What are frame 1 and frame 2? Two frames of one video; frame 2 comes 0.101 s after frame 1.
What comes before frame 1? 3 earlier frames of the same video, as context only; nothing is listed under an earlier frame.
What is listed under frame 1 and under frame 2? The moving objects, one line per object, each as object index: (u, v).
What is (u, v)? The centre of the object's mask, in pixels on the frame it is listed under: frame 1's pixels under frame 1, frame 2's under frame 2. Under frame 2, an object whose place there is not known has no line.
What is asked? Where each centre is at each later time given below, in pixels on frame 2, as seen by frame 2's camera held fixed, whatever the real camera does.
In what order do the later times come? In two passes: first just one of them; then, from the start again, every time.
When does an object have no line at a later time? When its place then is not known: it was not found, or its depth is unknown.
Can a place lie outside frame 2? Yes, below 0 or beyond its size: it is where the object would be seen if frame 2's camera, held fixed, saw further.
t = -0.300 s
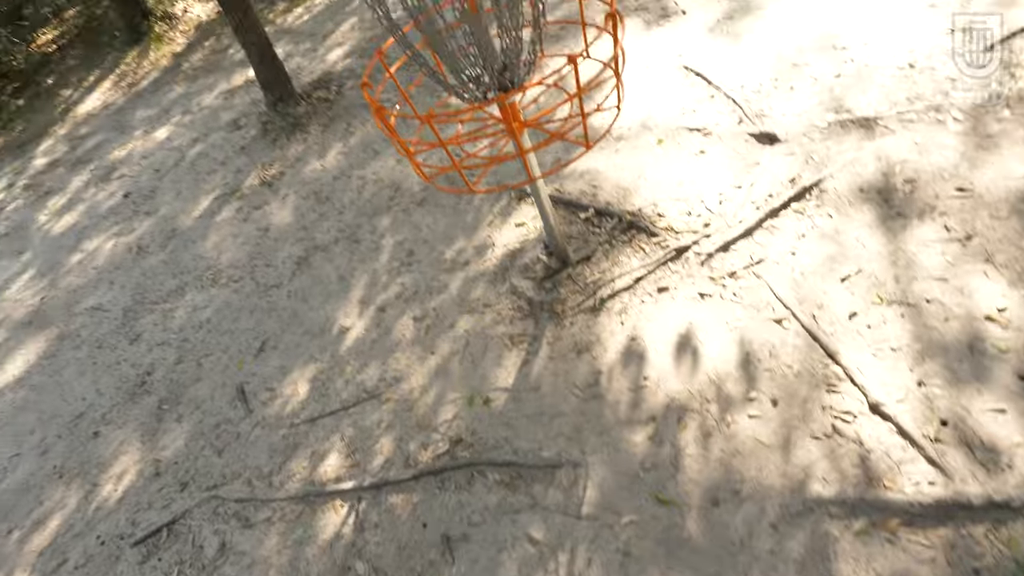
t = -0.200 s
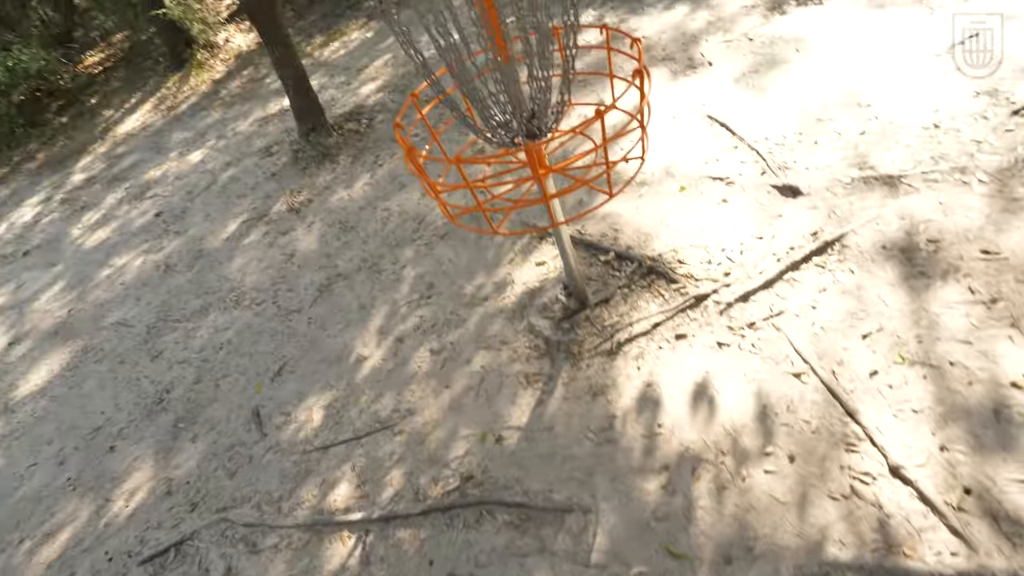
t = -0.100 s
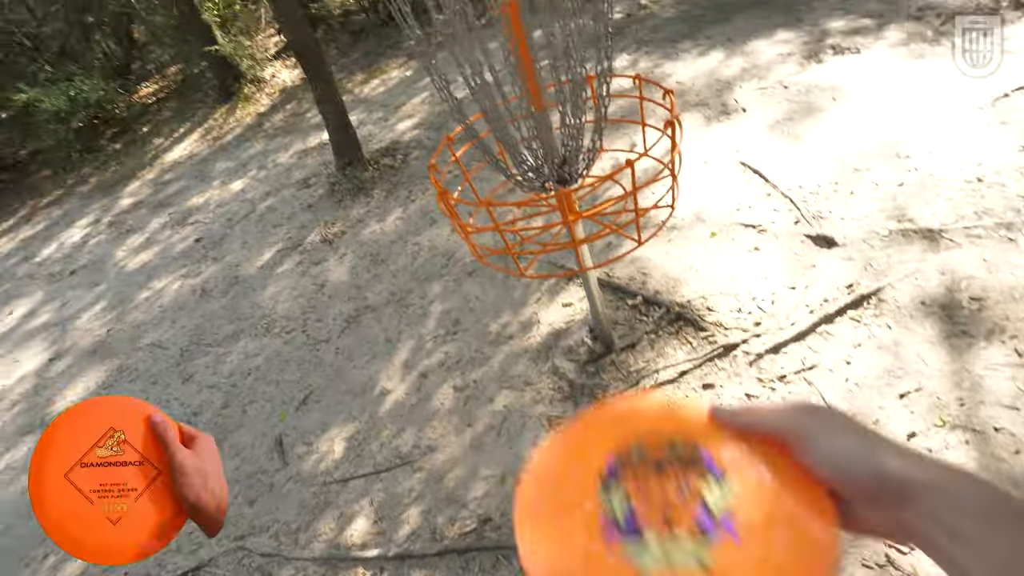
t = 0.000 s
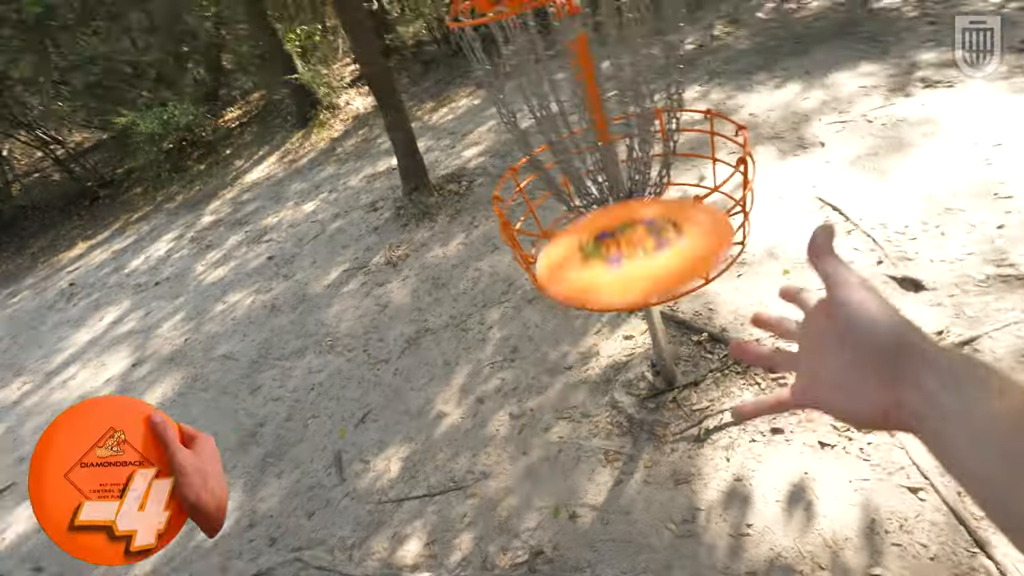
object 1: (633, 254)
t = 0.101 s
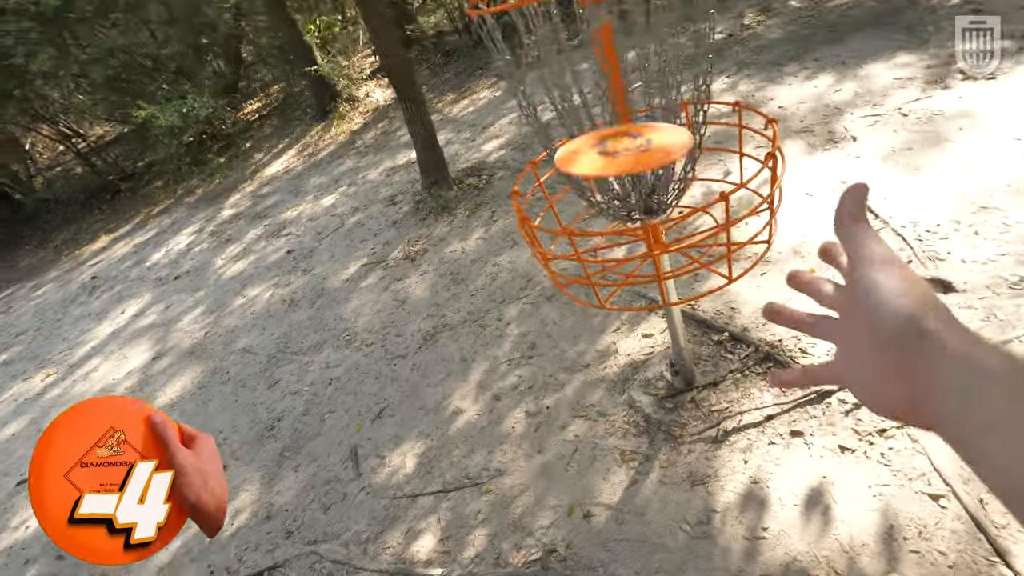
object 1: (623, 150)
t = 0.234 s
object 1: (613, 137)
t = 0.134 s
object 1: (620, 141)
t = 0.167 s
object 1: (618, 136)
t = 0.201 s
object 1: (614, 137)
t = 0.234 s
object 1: (613, 137)
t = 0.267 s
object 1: (609, 142)
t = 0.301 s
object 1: (607, 153)
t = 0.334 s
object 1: (605, 166)
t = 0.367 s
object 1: (606, 183)
